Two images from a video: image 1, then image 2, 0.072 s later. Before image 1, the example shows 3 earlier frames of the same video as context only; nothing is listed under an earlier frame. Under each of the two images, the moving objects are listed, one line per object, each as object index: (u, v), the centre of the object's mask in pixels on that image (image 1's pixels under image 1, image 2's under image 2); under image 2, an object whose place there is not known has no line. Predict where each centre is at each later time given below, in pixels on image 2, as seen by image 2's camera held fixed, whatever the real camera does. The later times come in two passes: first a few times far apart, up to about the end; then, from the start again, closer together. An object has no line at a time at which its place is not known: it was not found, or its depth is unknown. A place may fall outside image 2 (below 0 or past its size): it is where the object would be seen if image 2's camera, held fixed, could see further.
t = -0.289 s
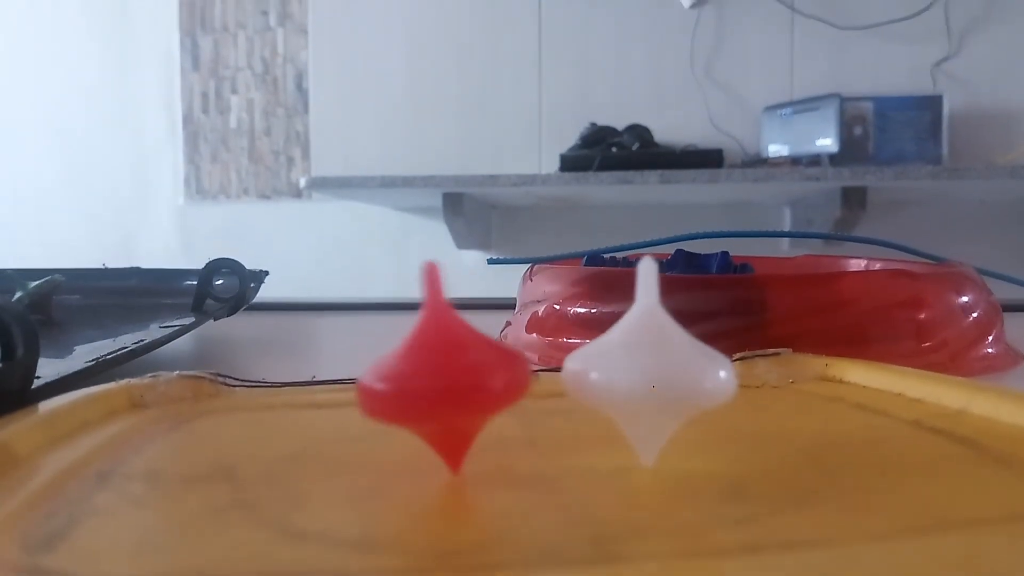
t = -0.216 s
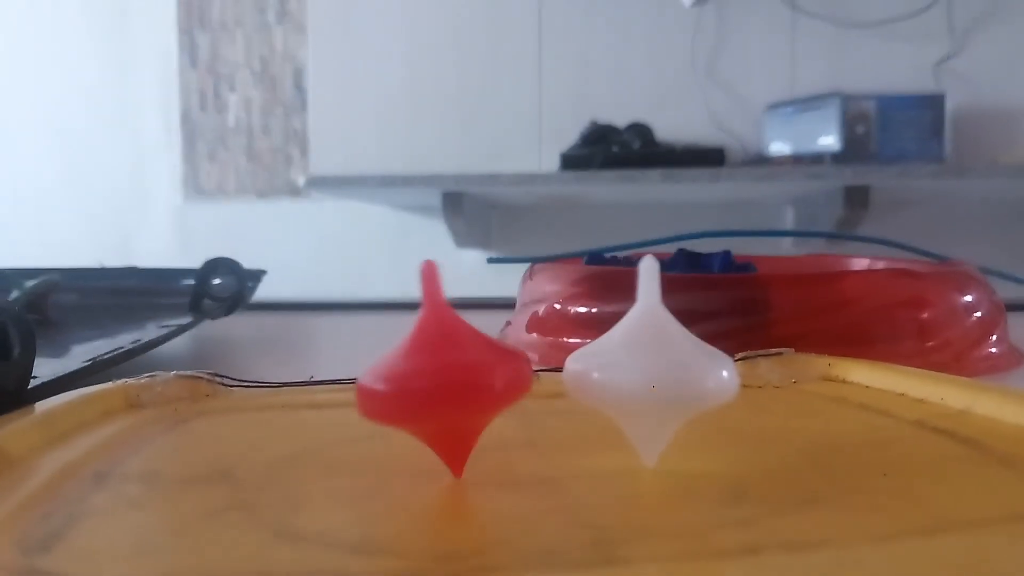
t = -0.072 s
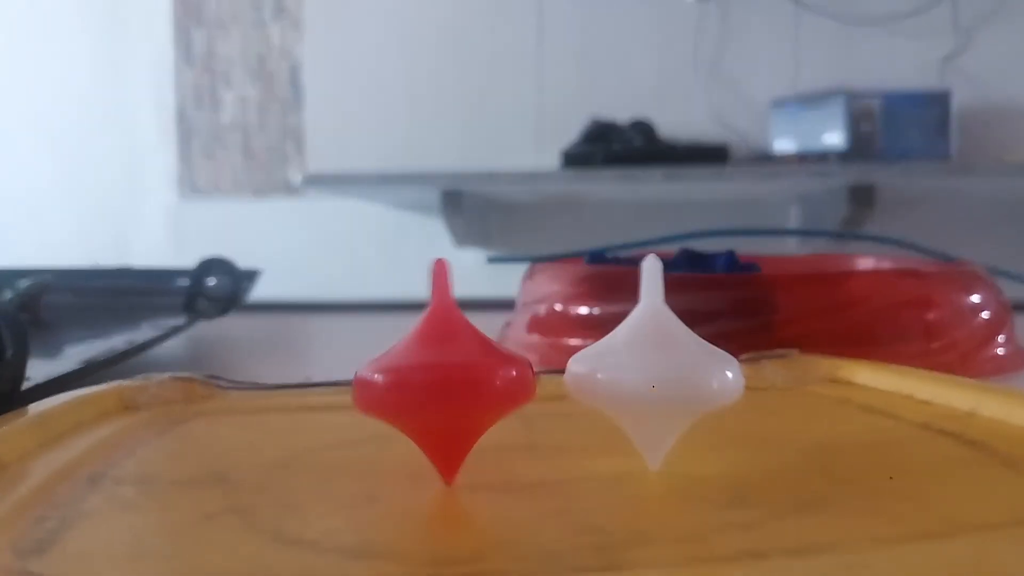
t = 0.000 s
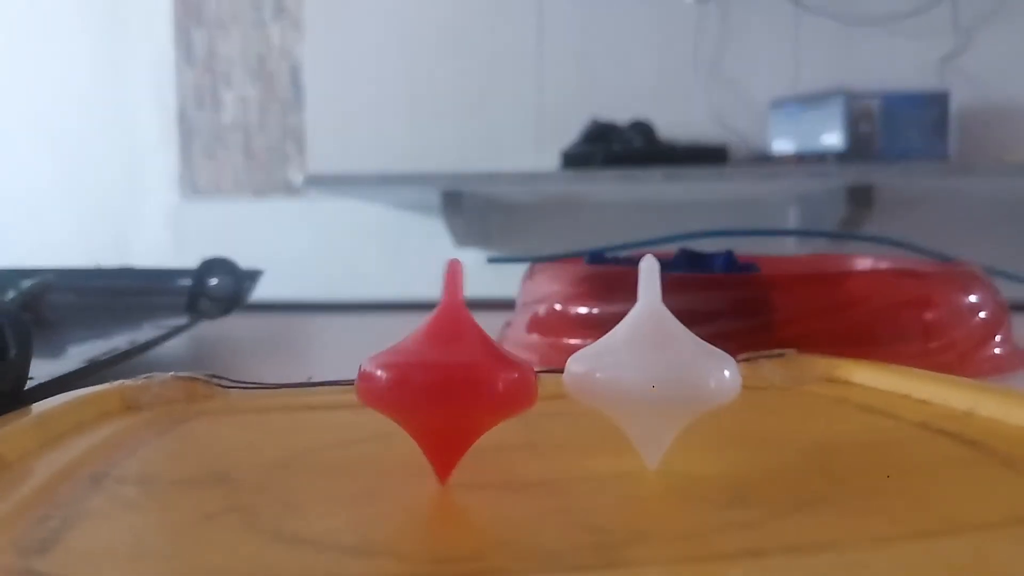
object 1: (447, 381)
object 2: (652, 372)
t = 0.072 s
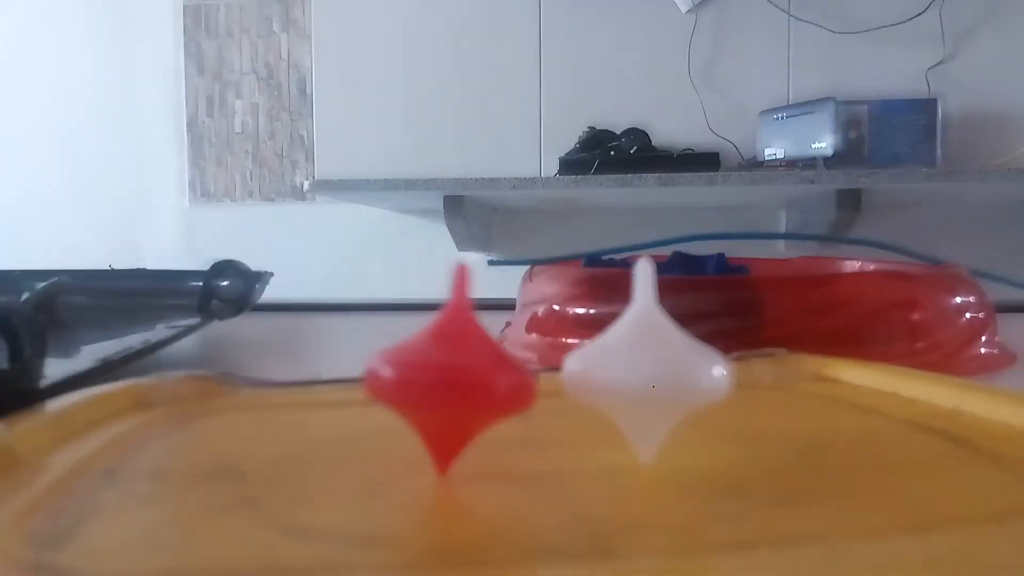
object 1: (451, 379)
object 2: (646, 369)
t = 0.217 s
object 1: (453, 379)
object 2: (642, 368)
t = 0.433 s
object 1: (459, 380)
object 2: (639, 367)
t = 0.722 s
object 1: (470, 379)
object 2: (635, 366)
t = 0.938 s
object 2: (638, 366)
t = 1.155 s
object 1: (469, 376)
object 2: (638, 368)
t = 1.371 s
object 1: (469, 376)
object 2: (640, 368)
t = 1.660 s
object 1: (471, 374)
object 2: (643, 372)
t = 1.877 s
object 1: (462, 377)
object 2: (653, 373)
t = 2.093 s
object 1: (473, 377)
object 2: (648, 372)
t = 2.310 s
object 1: (460, 378)
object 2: (643, 370)
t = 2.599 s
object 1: (469, 377)
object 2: (652, 372)
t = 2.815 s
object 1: (462, 379)
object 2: (640, 370)
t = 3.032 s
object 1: (462, 377)
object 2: (645, 369)
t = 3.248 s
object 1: (473, 380)
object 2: (642, 369)
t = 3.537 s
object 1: (463, 378)
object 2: (634, 367)
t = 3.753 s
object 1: (480, 380)
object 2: (643, 370)
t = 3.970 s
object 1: (454, 379)
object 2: (618, 381)
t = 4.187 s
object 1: (475, 377)
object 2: (658, 379)
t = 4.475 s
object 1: (459, 378)
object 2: (612, 401)
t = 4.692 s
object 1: (492, 392)
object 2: (637, 423)
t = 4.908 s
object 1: (447, 396)
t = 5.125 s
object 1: (489, 412)
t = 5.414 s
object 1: (488, 397)
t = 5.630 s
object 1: (500, 409)
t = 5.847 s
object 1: (632, 373)
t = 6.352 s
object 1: (611, 359)
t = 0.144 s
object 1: (451, 379)
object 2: (644, 369)
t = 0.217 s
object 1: (453, 379)
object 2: (642, 368)
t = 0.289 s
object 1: (454, 380)
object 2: (641, 368)
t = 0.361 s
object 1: (456, 379)
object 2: (640, 367)
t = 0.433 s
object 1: (459, 380)
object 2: (639, 367)
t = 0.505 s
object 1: (463, 380)
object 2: (637, 367)
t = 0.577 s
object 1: (465, 379)
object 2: (636, 367)
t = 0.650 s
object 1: (467, 379)
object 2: (634, 366)
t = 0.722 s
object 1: (470, 379)
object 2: (635, 366)
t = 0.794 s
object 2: (634, 366)
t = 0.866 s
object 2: (636, 366)
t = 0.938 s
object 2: (638, 366)
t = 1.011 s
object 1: (471, 376)
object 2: (641, 366)
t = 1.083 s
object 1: (469, 376)
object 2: (640, 368)
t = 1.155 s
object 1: (469, 376)
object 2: (638, 368)
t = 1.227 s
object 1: (466, 378)
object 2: (639, 368)
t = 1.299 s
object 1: (468, 376)
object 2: (638, 367)
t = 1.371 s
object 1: (469, 376)
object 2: (640, 368)
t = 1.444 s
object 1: (473, 375)
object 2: (645, 370)
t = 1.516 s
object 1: (473, 375)
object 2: (645, 371)
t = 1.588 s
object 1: (473, 375)
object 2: (644, 372)
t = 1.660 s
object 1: (471, 374)
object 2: (643, 372)
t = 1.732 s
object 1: (469, 374)
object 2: (642, 371)
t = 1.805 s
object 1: (464, 377)
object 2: (648, 370)
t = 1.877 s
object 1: (462, 377)
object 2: (653, 373)
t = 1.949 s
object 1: (467, 376)
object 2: (654, 373)
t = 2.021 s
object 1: (468, 376)
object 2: (653, 372)
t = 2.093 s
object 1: (473, 377)
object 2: (648, 372)
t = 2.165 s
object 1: (469, 377)
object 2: (646, 372)
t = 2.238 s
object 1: (465, 378)
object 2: (642, 372)
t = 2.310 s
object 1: (460, 378)
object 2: (643, 370)
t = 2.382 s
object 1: (457, 378)
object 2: (647, 370)
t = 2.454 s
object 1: (459, 378)
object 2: (652, 370)
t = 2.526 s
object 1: (465, 376)
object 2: (654, 372)
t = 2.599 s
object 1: (469, 377)
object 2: (652, 372)
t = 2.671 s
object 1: (471, 378)
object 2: (649, 370)
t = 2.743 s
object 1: (467, 378)
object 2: (642, 369)
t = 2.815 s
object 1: (462, 379)
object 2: (640, 370)
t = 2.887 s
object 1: (457, 380)
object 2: (638, 370)
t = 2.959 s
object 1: (456, 379)
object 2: (641, 368)
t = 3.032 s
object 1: (462, 377)
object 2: (645, 369)
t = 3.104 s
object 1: (467, 377)
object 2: (648, 370)
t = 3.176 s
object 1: (473, 379)
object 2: (648, 371)
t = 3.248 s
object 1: (473, 380)
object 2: (642, 369)
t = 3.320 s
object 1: (465, 380)
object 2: (637, 368)
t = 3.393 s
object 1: (461, 381)
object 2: (631, 369)
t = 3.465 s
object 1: (458, 380)
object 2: (631, 369)
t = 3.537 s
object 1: (463, 378)
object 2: (634, 367)
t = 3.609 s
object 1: (470, 378)
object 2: (641, 368)
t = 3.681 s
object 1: (476, 379)
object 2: (644, 370)
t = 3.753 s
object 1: (480, 380)
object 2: (643, 370)
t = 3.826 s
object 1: (467, 379)
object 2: (649, 380)
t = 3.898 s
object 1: (468, 379)
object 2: (626, 392)
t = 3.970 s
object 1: (454, 379)
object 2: (618, 381)
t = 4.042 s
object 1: (454, 377)
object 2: (623, 373)
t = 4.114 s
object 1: (476, 378)
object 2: (637, 370)
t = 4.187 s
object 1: (475, 377)
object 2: (658, 379)
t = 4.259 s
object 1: (477, 379)
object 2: (652, 379)
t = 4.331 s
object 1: (471, 378)
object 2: (646, 397)
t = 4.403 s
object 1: (465, 377)
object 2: (619, 401)
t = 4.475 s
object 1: (459, 378)
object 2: (612, 401)
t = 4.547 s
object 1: (465, 374)
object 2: (608, 403)
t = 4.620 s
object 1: (481, 384)
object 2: (614, 409)
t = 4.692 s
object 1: (492, 392)
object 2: (637, 423)
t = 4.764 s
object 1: (469, 413)
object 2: (716, 451)
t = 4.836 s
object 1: (429, 402)
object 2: (840, 461)
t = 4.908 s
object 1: (447, 396)
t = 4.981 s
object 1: (477, 391)
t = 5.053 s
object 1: (501, 396)
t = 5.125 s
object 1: (489, 412)
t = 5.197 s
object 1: (458, 412)
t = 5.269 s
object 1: (431, 403)
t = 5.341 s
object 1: (455, 397)
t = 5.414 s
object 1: (488, 397)
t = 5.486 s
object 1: (509, 404)
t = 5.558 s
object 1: (503, 407)
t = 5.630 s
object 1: (500, 409)
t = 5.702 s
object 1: (519, 408)
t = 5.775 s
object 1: (593, 391)
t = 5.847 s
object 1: (632, 373)
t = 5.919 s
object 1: (614, 361)
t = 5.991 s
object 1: (563, 346)
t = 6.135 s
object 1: (526, 373)
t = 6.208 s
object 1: (582, 376)
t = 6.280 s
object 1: (620, 362)
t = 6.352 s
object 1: (611, 359)
